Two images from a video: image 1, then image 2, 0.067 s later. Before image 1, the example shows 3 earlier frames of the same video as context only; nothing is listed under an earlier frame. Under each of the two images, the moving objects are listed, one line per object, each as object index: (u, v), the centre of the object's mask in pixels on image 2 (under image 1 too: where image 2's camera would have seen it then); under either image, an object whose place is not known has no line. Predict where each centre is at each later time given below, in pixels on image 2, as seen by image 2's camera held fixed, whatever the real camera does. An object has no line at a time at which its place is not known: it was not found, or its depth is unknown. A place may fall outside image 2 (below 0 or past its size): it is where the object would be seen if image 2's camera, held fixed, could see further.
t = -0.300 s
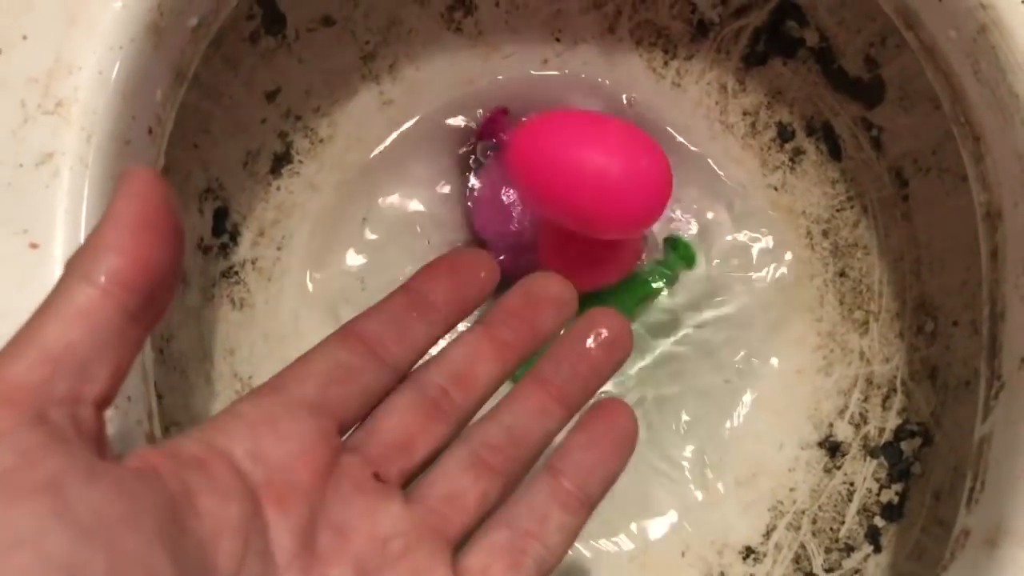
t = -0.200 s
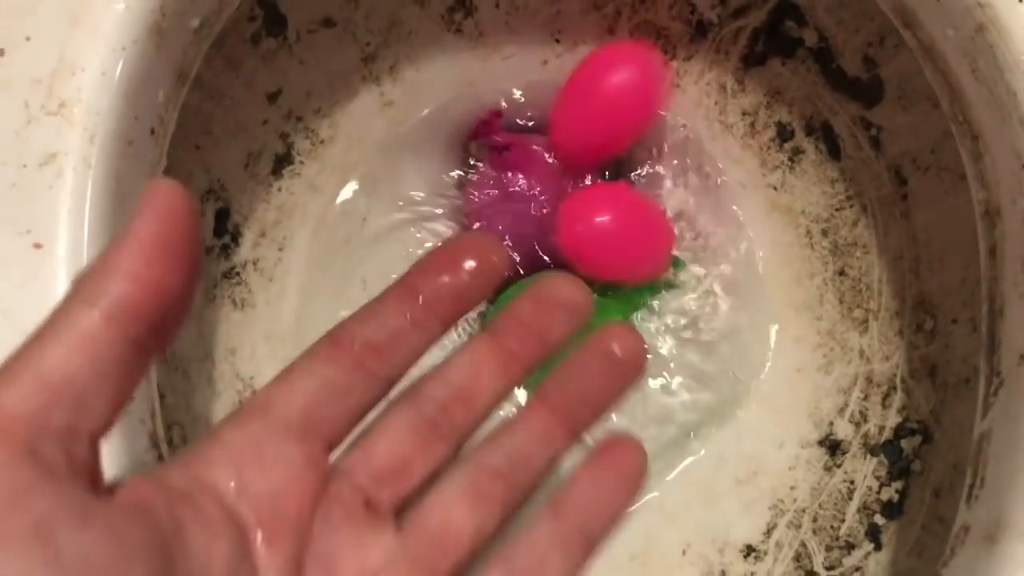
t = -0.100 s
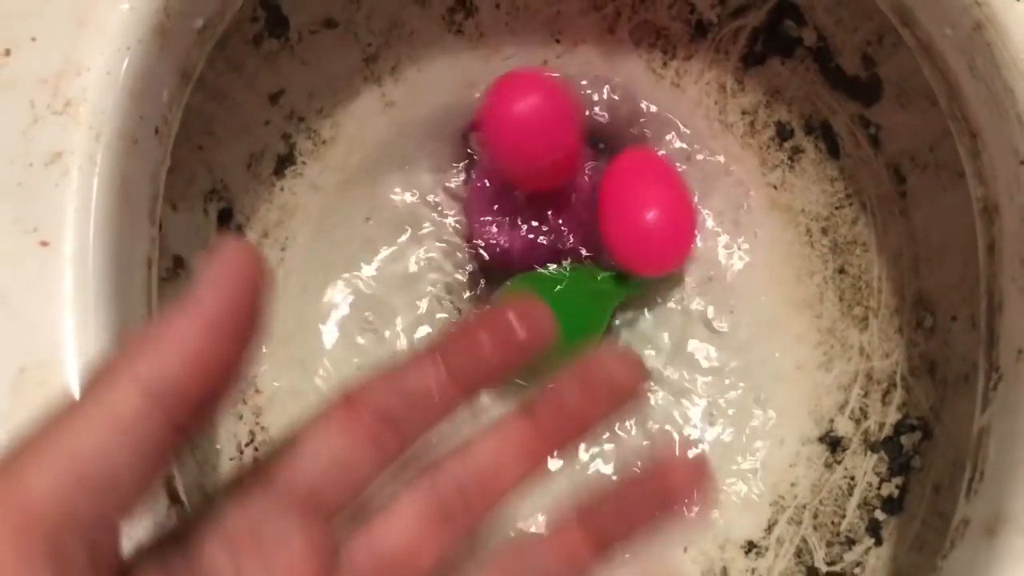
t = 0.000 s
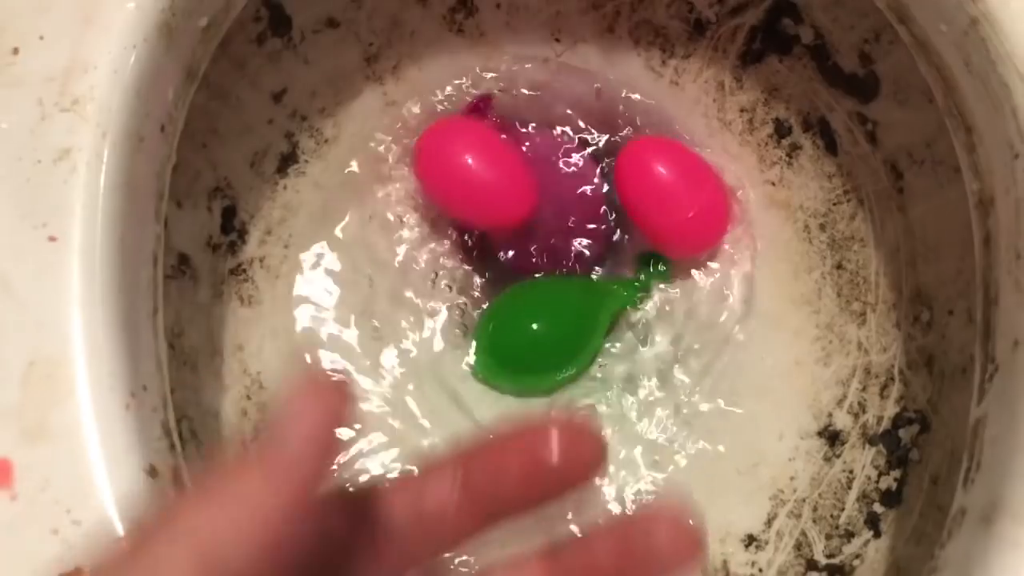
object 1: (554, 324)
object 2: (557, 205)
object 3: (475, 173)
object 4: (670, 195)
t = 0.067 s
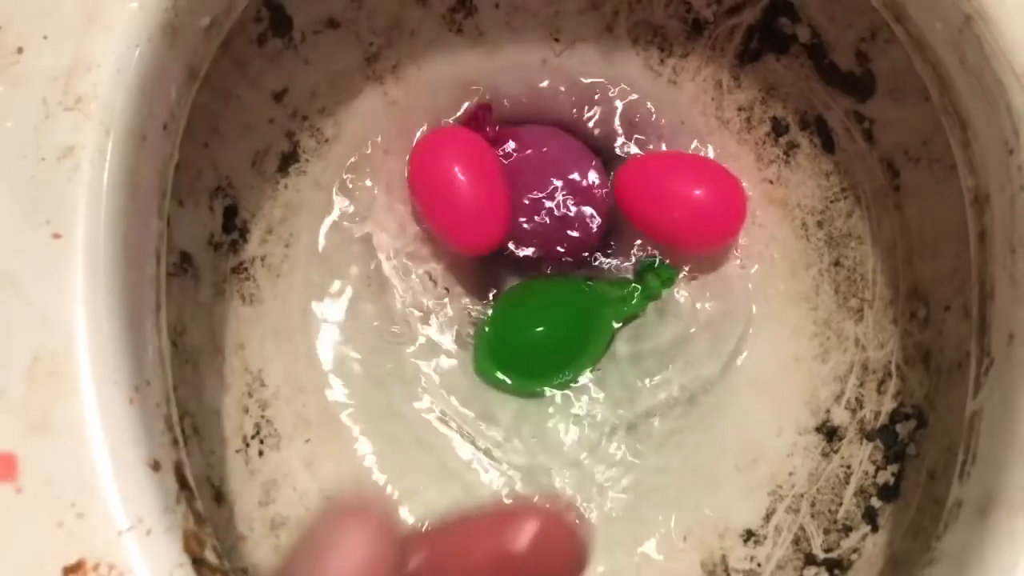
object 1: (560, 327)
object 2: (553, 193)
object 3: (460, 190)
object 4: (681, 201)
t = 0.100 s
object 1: (563, 328)
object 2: (550, 200)
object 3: (456, 197)
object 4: (684, 204)
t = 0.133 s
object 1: (564, 331)
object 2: (552, 199)
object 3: (454, 204)
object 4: (686, 206)
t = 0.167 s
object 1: (568, 330)
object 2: (551, 204)
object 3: (453, 214)
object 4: (687, 207)
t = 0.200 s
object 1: (572, 328)
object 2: (553, 199)
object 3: (450, 223)
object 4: (689, 205)
